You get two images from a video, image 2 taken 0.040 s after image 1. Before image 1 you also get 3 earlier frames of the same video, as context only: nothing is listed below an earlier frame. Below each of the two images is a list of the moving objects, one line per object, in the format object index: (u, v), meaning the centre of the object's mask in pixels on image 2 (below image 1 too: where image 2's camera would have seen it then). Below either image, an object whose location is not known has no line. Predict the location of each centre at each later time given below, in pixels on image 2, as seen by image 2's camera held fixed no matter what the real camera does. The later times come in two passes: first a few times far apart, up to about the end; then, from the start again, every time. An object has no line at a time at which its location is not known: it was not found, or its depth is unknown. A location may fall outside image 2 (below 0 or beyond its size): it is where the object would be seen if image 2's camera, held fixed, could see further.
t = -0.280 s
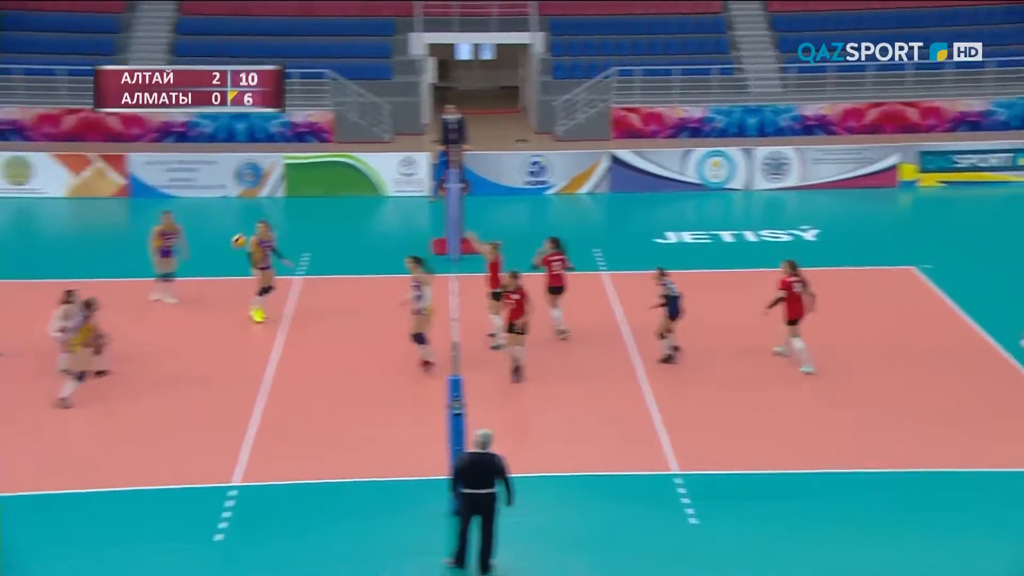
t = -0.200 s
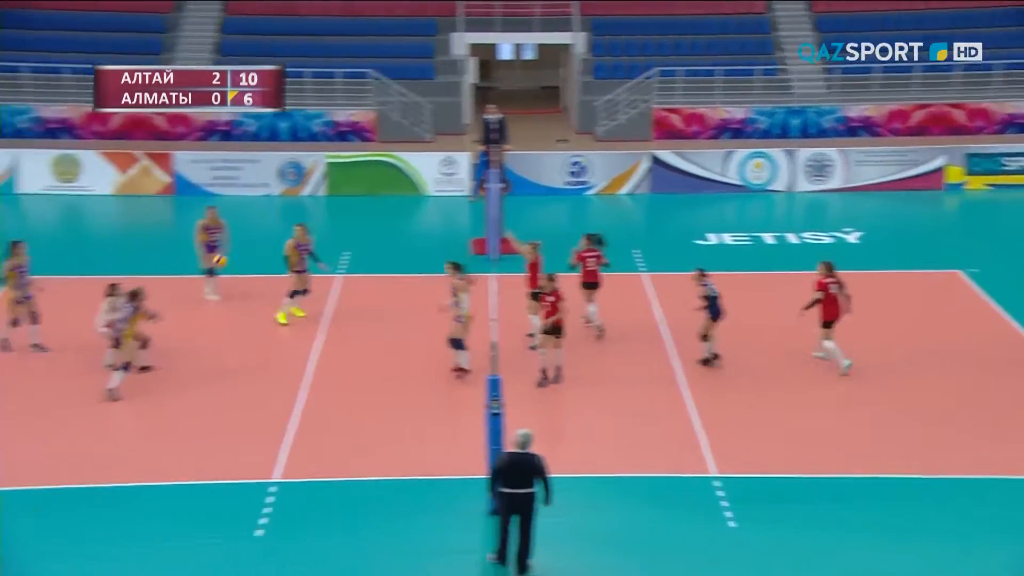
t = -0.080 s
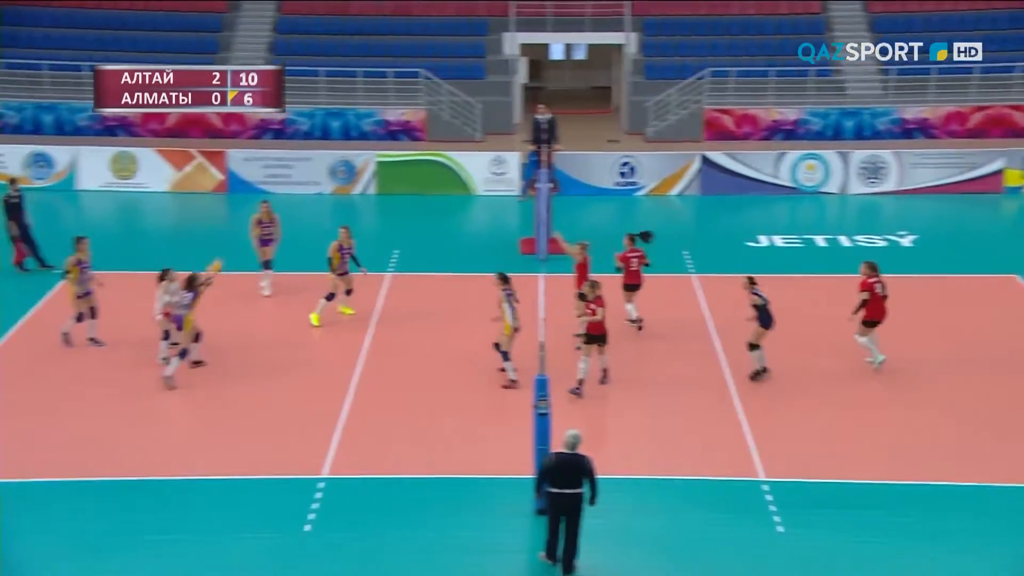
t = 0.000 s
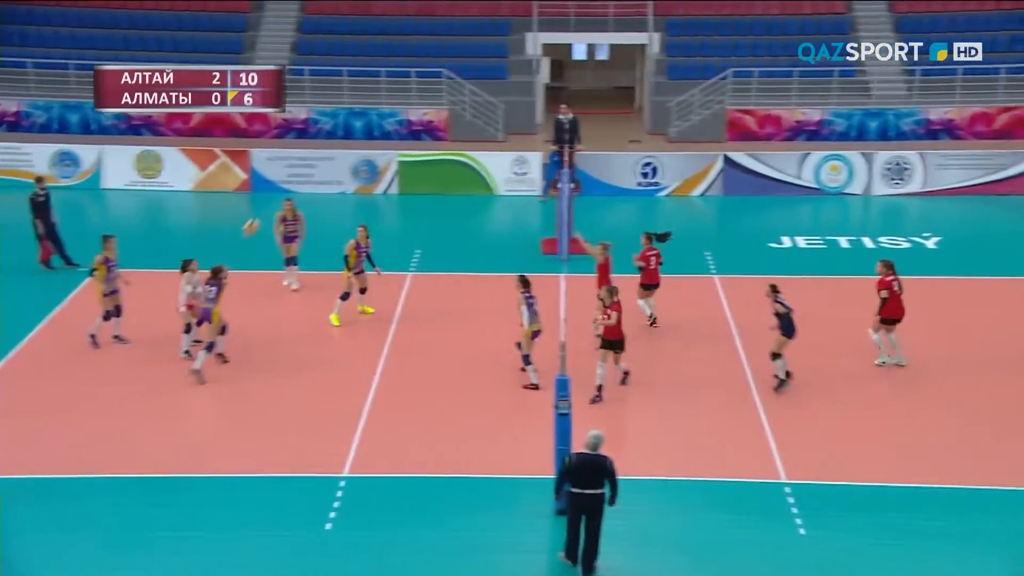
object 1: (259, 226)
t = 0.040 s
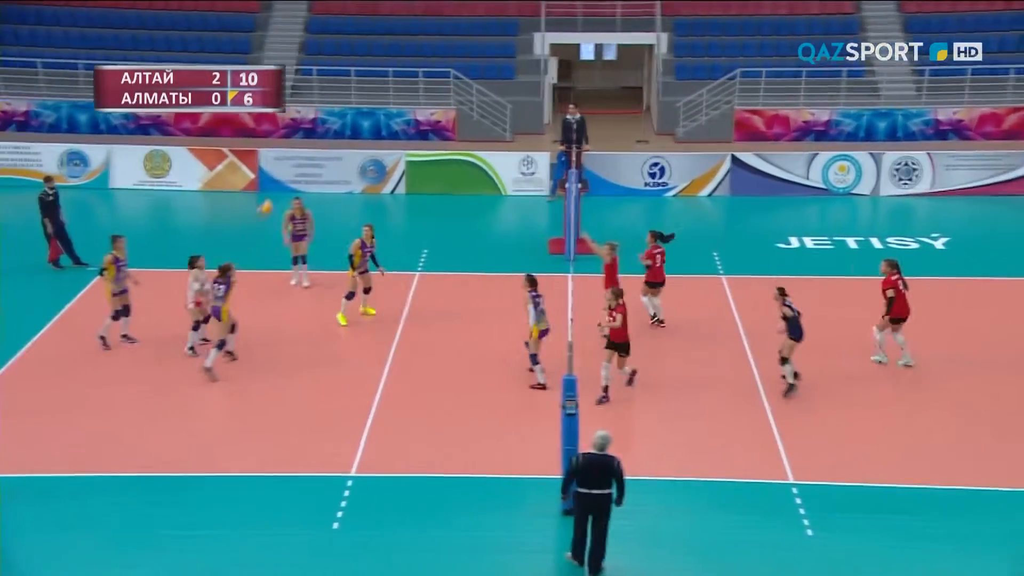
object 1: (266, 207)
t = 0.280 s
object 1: (307, 117)
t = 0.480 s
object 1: (342, 68)
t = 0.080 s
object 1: (271, 191)
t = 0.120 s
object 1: (278, 174)
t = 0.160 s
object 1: (285, 159)
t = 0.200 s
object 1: (293, 143)
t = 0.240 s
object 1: (299, 130)
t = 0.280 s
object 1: (307, 117)
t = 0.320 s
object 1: (313, 105)
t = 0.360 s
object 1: (320, 94)
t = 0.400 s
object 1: (328, 84)
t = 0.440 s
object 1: (335, 76)
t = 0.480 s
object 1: (342, 68)
